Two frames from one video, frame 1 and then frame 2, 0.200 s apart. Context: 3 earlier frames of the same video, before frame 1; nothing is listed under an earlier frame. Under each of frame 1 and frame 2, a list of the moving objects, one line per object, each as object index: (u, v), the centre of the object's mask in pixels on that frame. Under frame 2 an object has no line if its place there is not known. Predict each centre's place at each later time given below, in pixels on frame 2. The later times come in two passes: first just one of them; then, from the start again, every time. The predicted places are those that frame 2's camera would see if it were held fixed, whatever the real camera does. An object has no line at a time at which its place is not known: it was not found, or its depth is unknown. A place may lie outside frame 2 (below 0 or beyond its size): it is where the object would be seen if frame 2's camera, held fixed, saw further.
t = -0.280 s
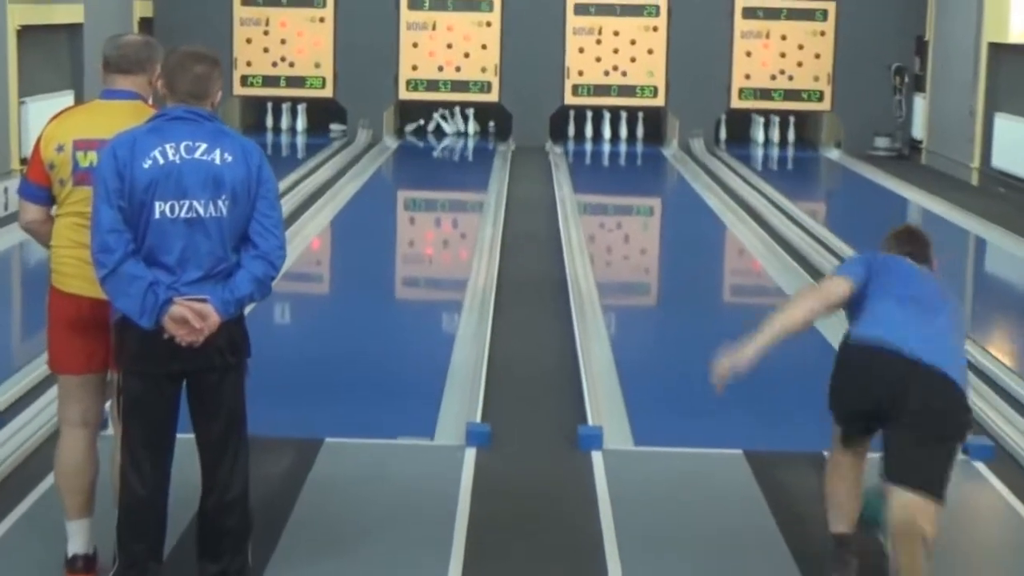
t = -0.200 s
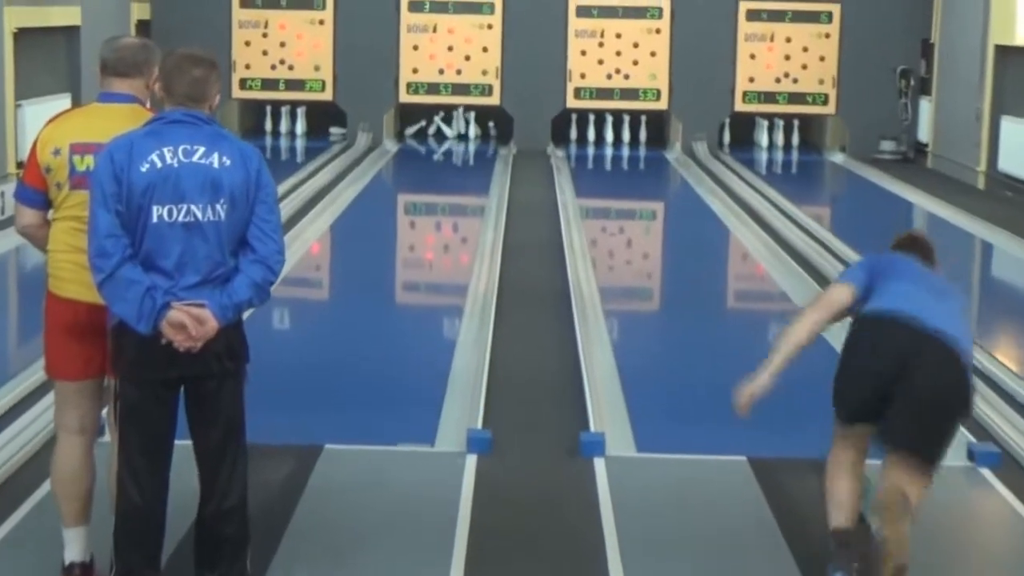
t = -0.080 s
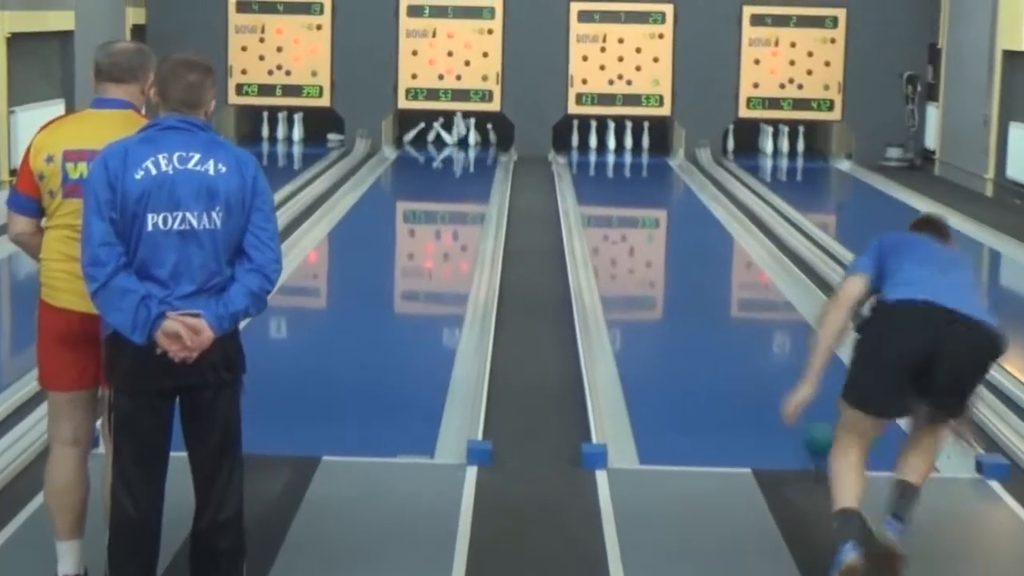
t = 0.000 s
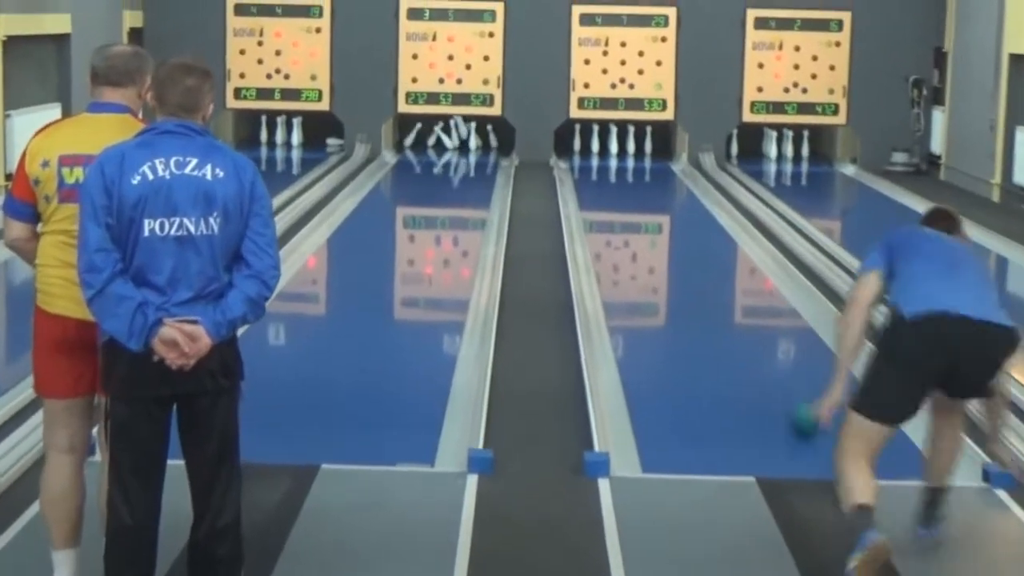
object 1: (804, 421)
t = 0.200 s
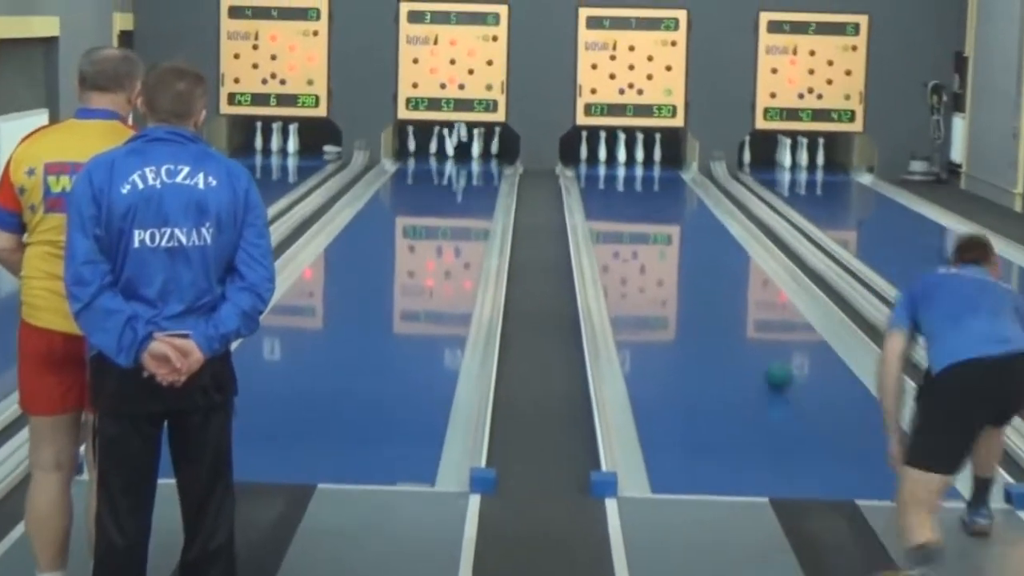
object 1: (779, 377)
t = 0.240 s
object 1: (771, 368)
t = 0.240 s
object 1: (771, 368)
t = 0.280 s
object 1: (765, 360)
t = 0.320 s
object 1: (760, 347)
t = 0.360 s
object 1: (755, 340)
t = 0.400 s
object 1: (749, 332)
